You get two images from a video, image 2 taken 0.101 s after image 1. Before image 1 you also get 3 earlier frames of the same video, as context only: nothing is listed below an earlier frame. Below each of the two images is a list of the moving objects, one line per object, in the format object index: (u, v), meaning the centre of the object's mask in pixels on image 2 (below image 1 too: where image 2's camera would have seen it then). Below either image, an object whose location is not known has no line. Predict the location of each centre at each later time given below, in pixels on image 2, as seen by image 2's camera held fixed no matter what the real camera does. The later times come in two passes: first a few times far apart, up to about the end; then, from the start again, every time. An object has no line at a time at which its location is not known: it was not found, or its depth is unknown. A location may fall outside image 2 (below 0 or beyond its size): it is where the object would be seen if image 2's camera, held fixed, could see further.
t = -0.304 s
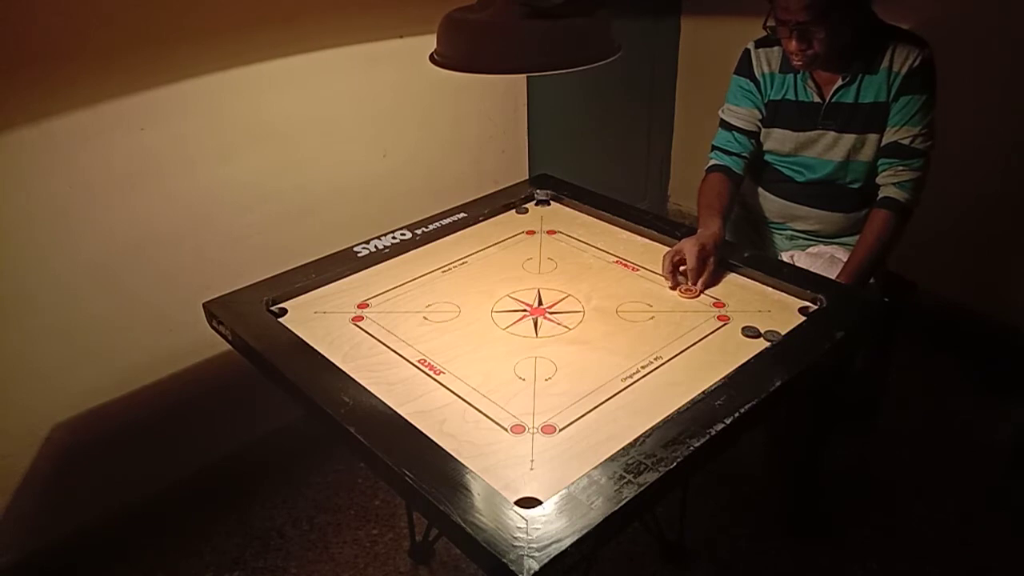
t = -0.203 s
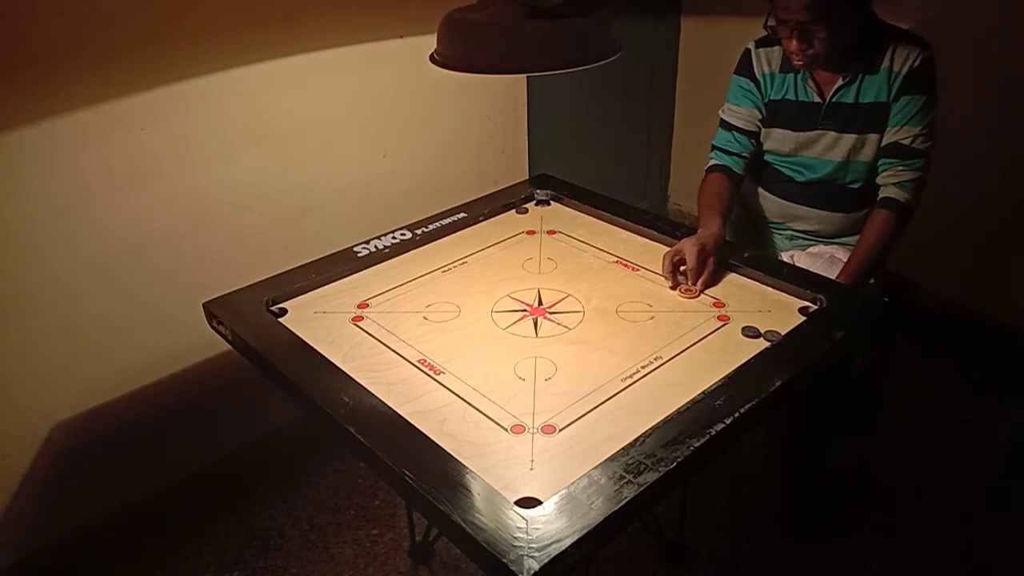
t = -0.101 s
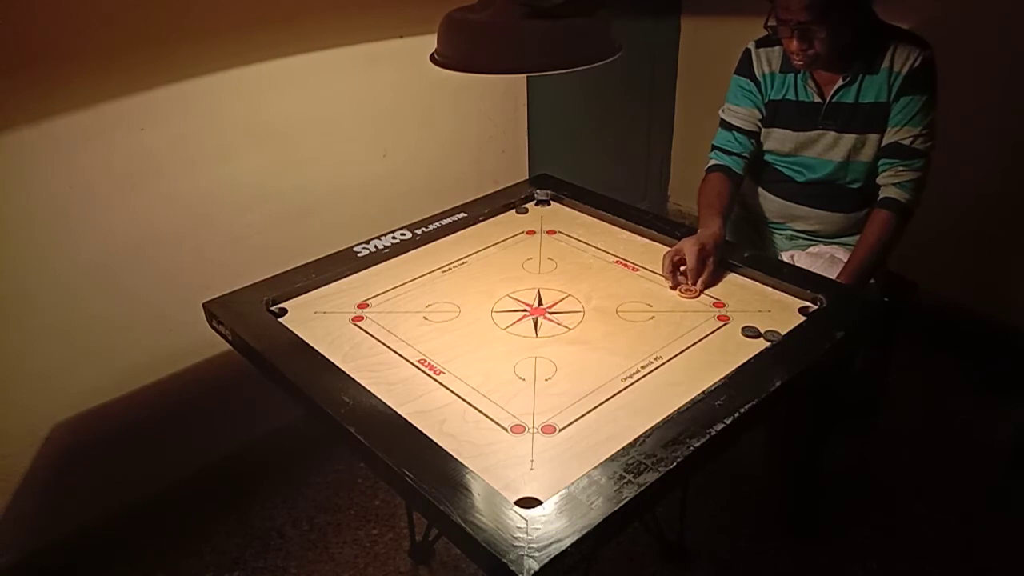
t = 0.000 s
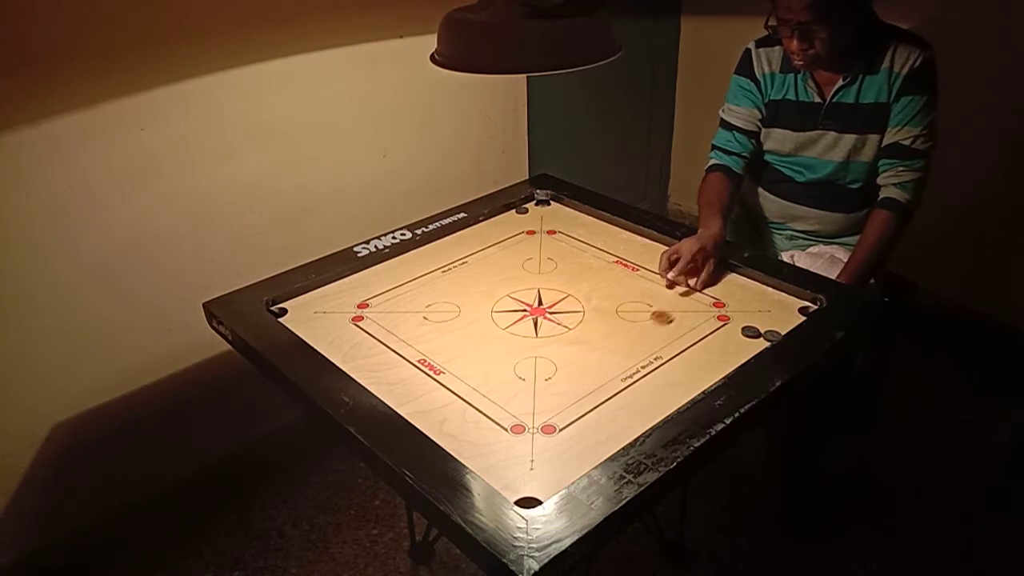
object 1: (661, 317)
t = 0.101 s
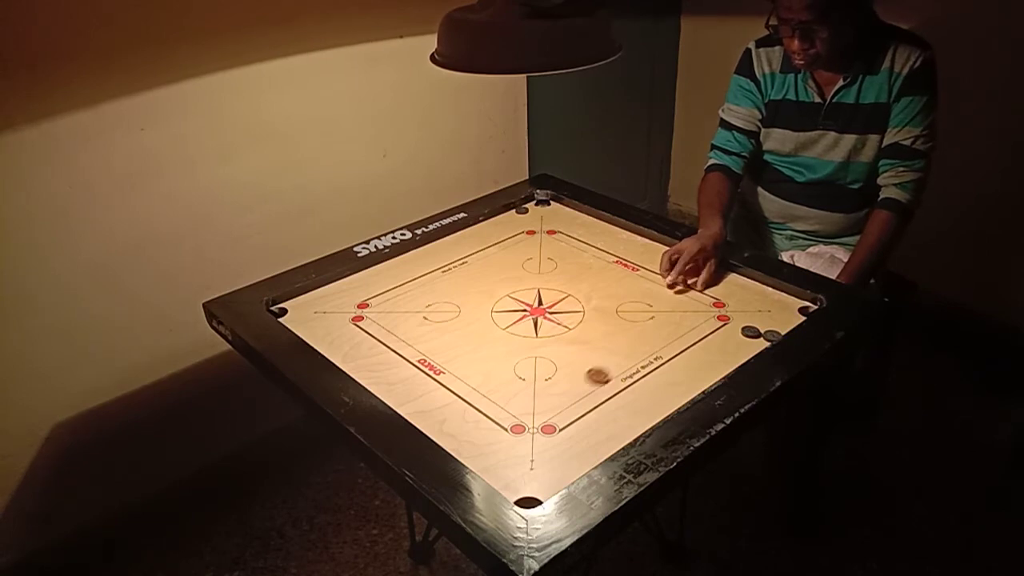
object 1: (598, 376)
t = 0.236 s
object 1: (498, 470)
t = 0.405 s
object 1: (626, 411)
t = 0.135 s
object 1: (574, 398)
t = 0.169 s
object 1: (550, 420)
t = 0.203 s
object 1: (524, 445)
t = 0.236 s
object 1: (498, 470)
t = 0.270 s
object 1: (512, 467)
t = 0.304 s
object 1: (544, 451)
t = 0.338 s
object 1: (574, 437)
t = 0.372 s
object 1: (601, 423)
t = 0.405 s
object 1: (626, 411)
